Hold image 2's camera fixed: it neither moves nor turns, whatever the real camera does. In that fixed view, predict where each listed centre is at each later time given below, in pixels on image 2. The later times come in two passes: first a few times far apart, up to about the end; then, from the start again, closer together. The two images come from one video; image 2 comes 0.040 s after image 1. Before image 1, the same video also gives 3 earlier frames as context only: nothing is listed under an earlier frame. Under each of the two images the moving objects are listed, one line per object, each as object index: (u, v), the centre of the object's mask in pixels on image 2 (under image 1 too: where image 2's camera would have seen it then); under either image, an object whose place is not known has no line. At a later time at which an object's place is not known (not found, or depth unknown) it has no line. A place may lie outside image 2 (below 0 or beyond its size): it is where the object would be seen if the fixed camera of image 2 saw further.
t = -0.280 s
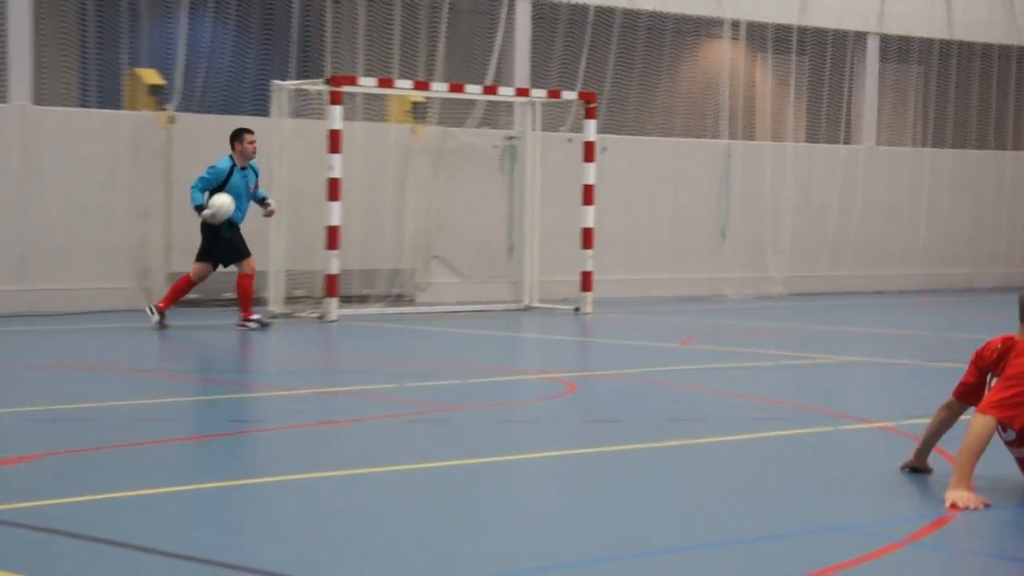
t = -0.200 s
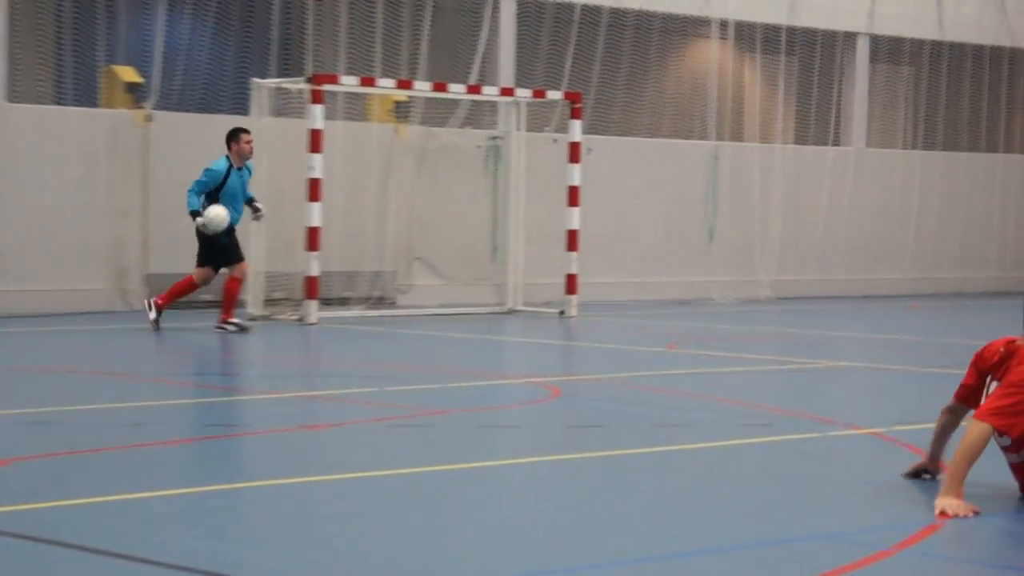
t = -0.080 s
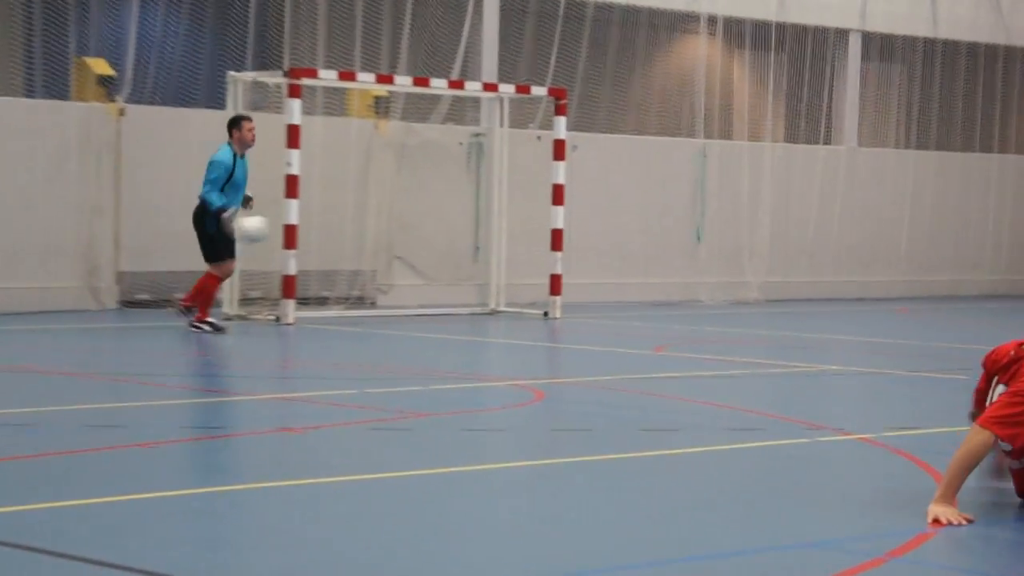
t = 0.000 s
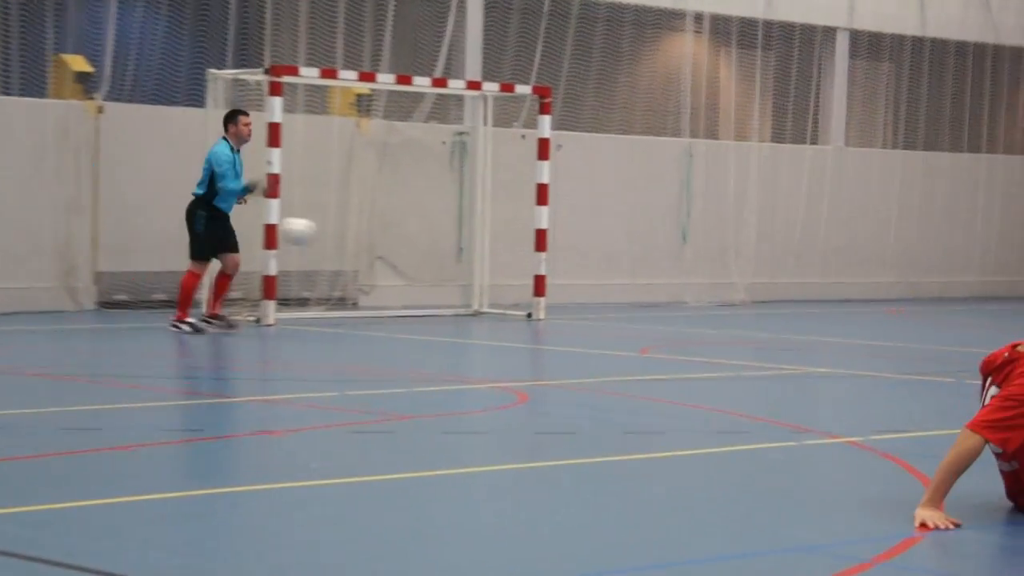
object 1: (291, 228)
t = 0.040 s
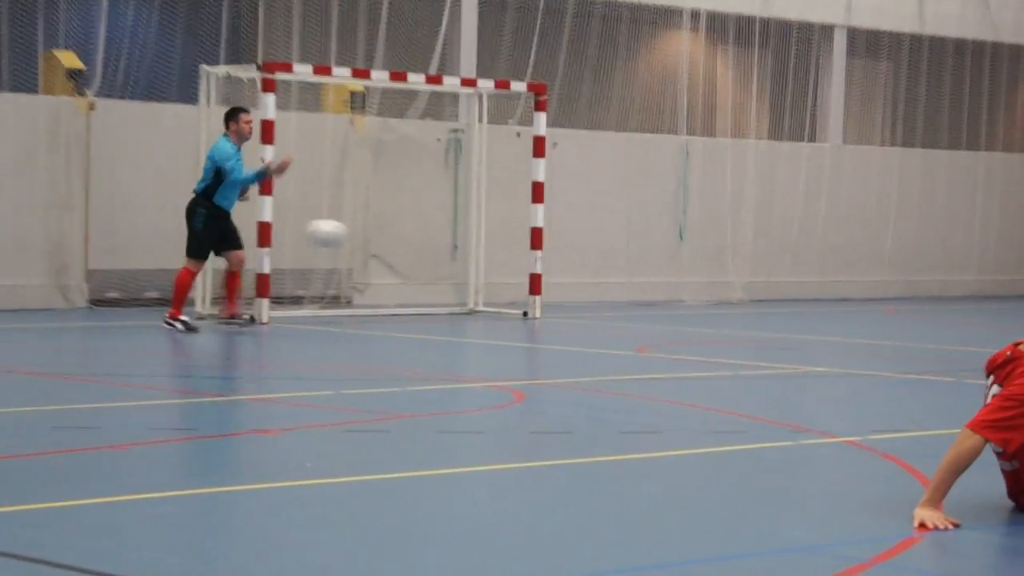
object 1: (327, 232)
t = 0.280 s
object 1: (536, 304)
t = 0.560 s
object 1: (742, 308)
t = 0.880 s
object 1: (973, 336)
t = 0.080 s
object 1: (361, 239)
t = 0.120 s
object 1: (393, 248)
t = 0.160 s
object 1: (430, 259)
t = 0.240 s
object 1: (501, 287)
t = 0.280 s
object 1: (536, 304)
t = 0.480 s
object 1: (686, 309)
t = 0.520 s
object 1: (714, 306)
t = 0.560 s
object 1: (742, 308)
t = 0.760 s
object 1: (888, 346)
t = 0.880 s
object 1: (973, 336)
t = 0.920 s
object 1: (1002, 338)
